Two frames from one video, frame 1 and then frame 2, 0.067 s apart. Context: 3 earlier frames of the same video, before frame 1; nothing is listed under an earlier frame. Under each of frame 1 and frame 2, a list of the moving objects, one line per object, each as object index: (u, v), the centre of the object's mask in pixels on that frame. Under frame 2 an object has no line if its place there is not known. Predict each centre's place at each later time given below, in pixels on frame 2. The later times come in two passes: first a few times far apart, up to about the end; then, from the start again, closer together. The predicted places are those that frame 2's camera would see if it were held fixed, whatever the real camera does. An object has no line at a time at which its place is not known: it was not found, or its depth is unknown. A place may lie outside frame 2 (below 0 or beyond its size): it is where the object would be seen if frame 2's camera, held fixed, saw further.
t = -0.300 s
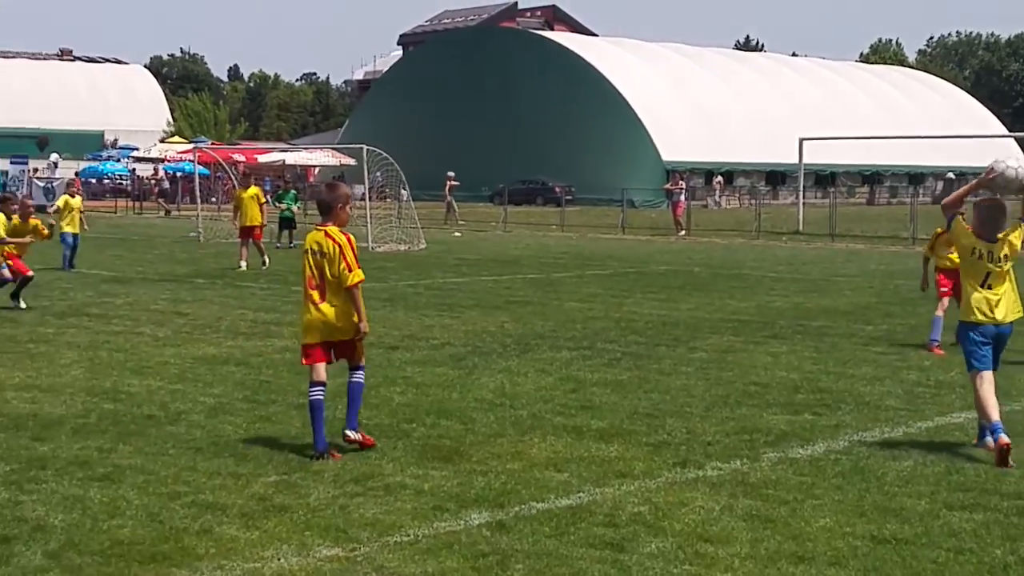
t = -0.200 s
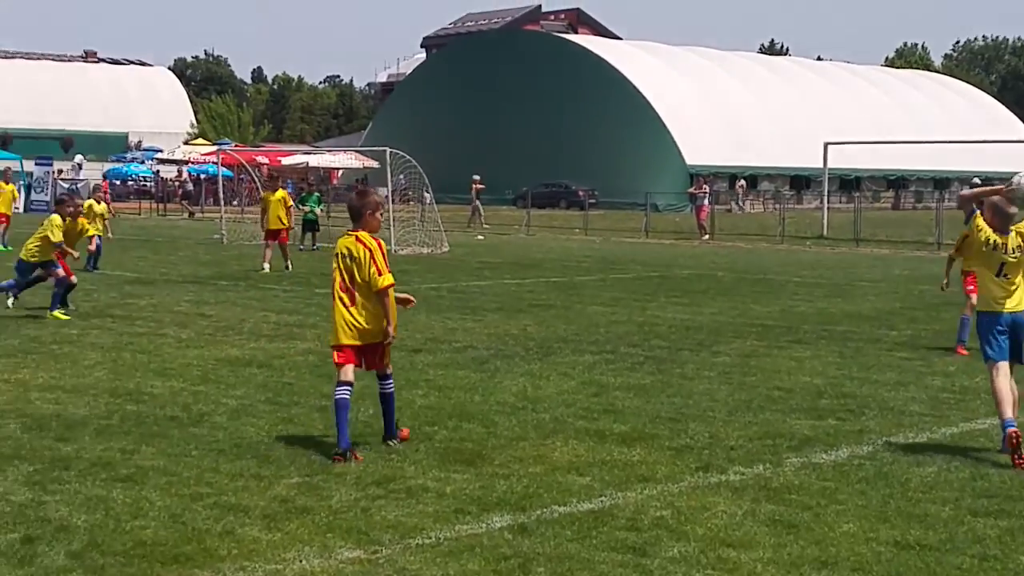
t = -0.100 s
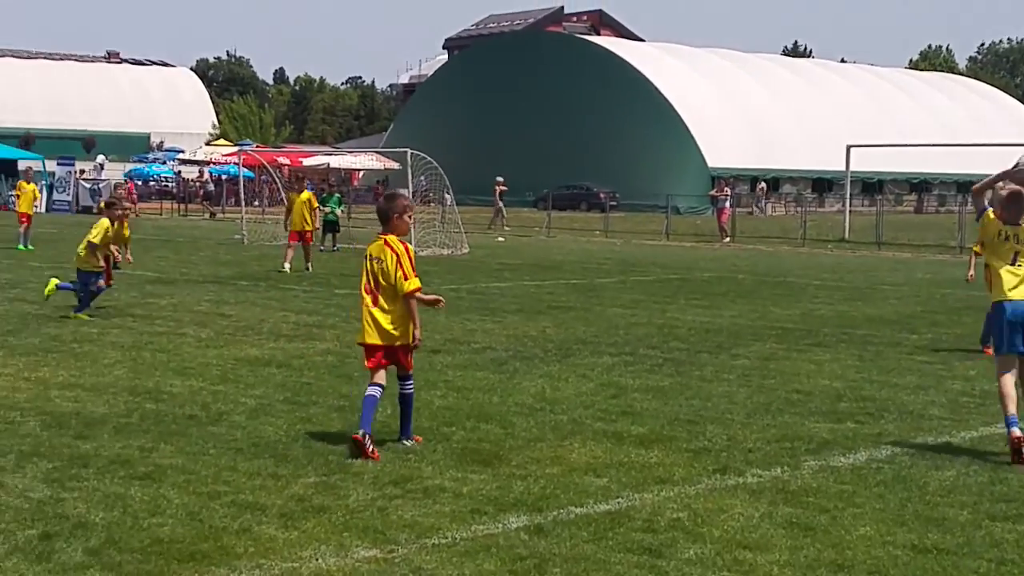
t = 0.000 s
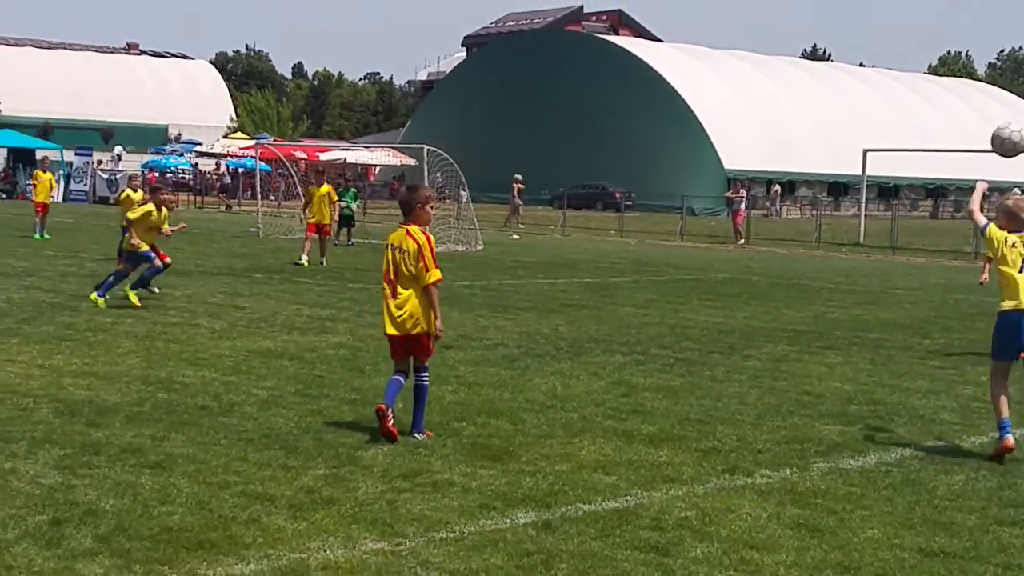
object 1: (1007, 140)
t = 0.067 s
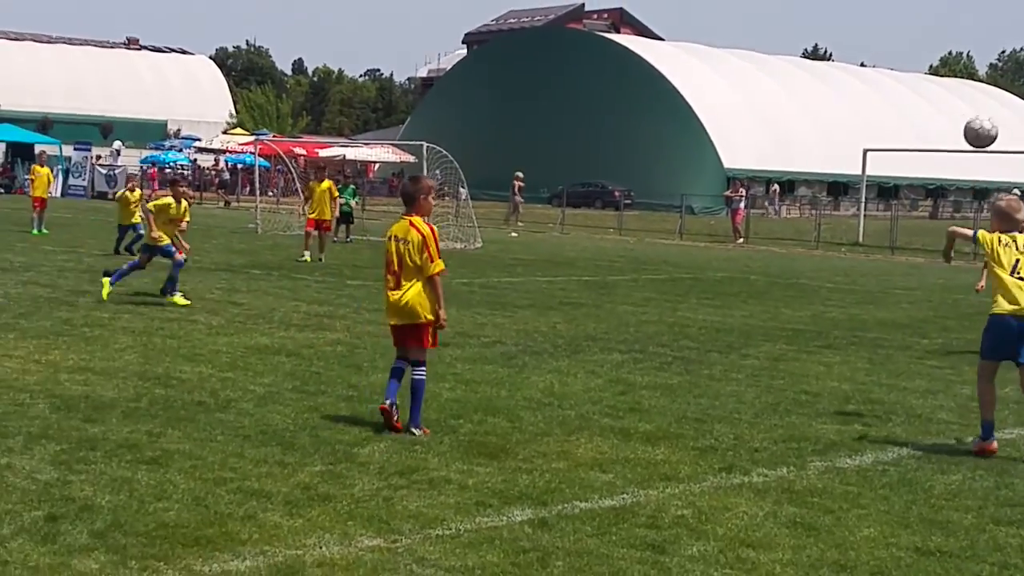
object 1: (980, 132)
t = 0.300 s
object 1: (905, 159)
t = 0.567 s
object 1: (847, 258)
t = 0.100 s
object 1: (968, 131)
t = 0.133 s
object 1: (956, 131)
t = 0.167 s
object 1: (945, 133)
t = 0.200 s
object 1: (934, 136)
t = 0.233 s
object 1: (924, 143)
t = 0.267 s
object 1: (914, 150)
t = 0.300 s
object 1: (905, 159)
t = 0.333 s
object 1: (897, 168)
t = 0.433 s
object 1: (873, 202)
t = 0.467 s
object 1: (866, 216)
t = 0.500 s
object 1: (859, 229)
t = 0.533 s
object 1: (852, 243)
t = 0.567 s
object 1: (847, 258)
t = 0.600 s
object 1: (840, 273)
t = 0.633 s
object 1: (834, 289)
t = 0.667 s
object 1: (829, 307)
